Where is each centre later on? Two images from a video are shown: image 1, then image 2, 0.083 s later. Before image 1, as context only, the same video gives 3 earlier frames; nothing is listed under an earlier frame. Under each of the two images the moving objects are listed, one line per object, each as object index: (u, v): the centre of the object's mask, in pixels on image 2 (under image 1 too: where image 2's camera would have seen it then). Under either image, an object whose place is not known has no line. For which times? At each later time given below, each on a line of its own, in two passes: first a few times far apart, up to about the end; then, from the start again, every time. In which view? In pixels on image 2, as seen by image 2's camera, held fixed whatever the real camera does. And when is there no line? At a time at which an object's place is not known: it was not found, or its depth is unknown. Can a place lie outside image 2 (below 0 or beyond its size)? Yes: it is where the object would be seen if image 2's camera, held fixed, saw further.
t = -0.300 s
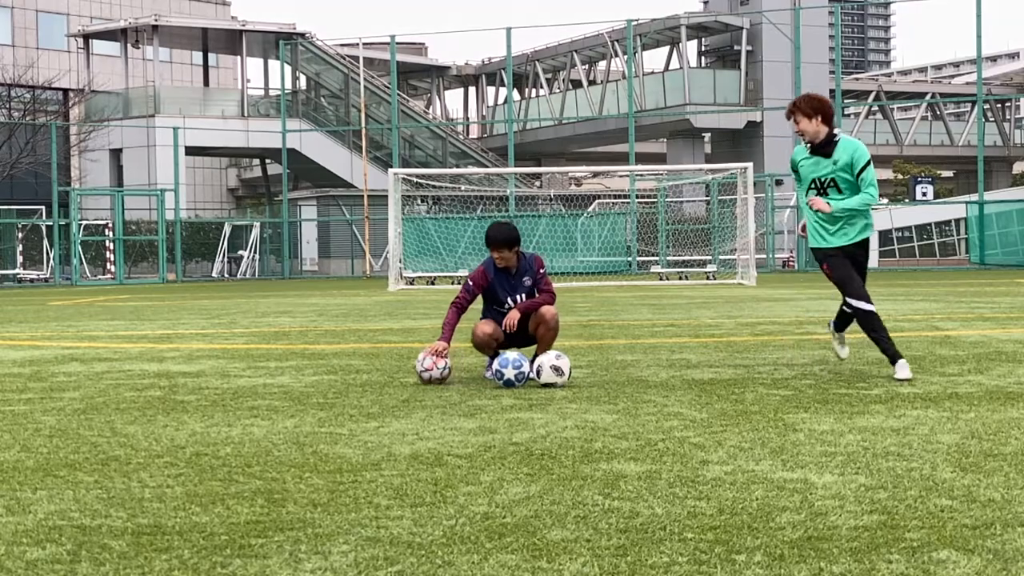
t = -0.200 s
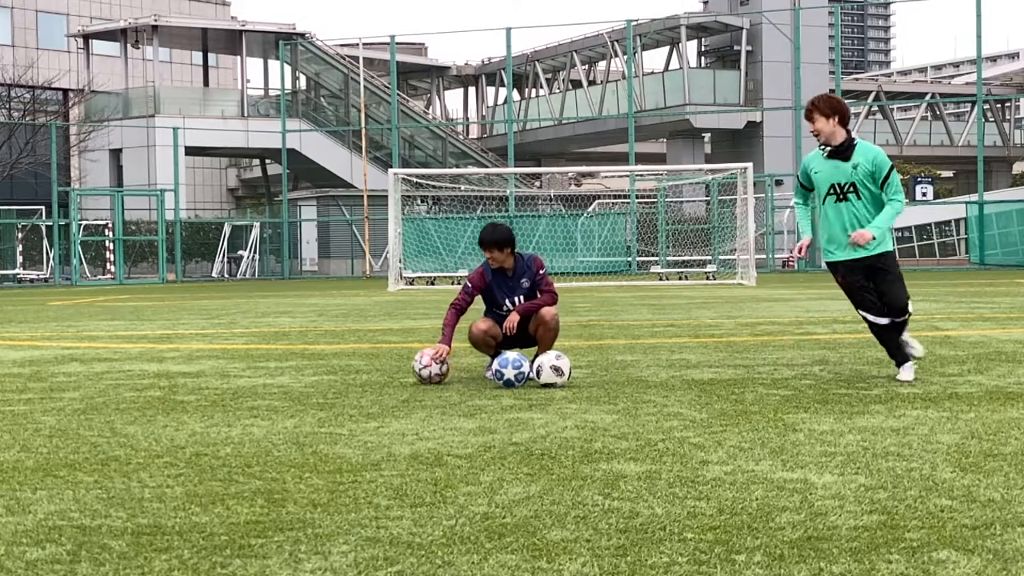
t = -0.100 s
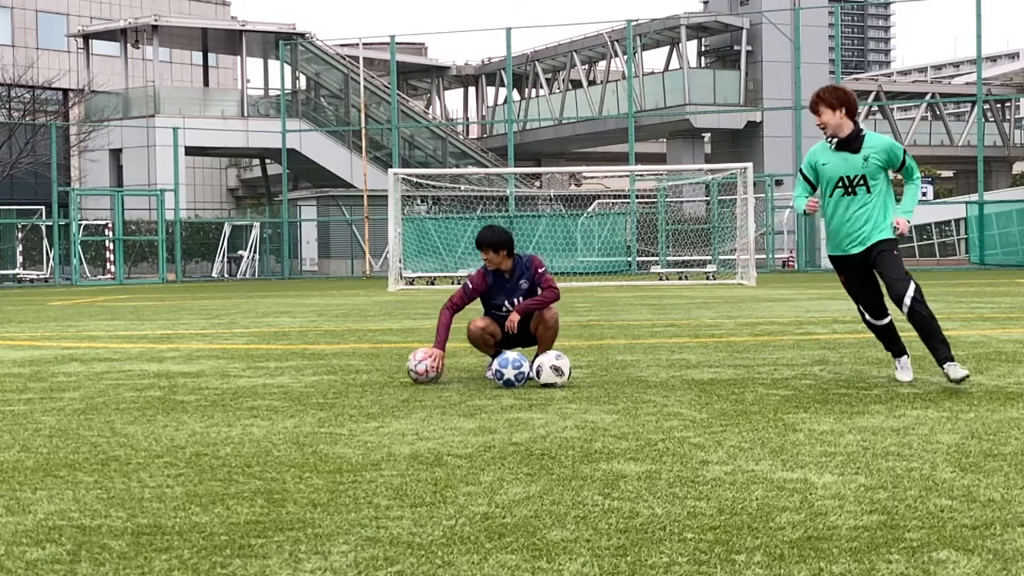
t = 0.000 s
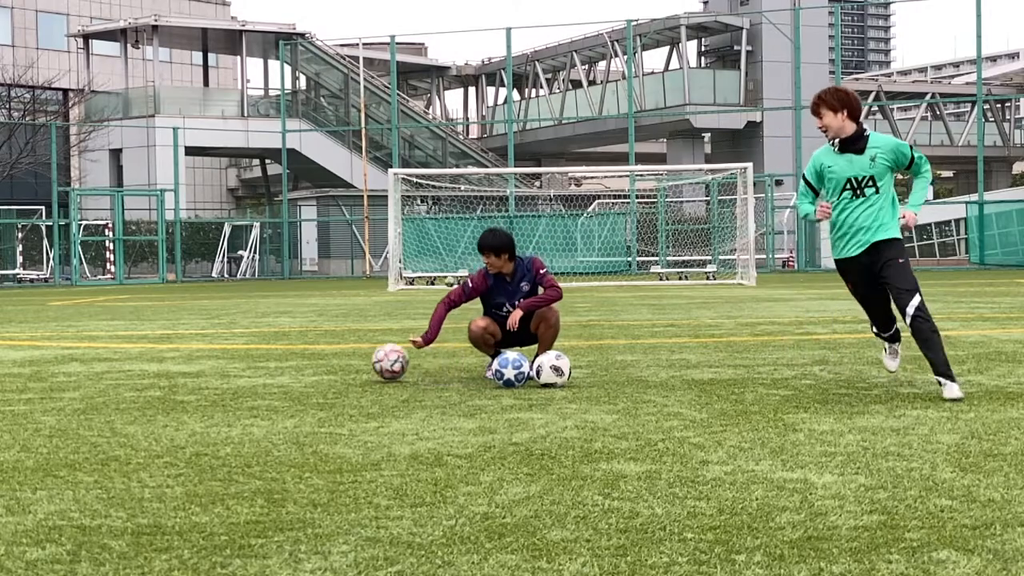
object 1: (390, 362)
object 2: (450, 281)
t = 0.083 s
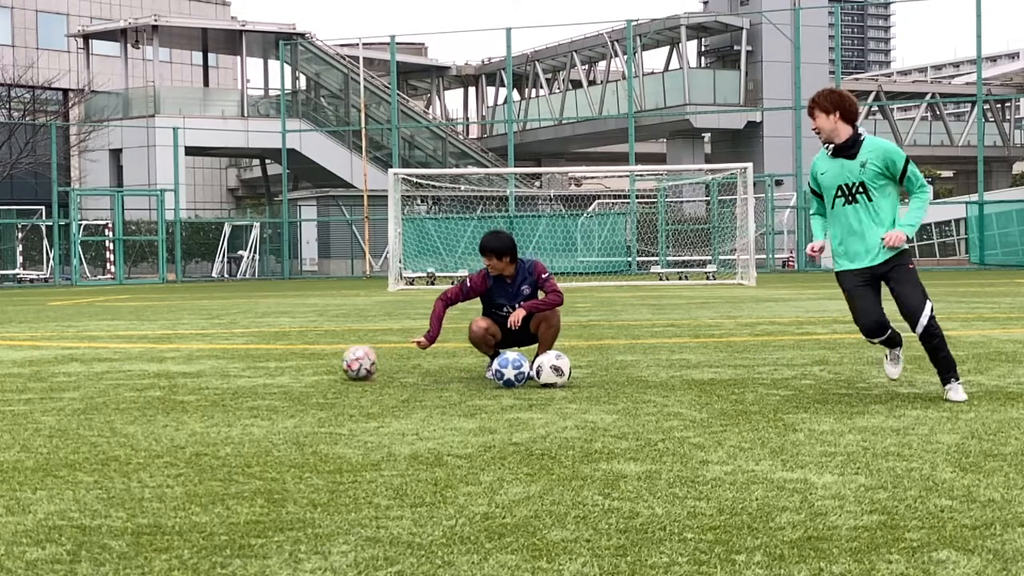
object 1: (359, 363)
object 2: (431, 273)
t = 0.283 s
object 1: (306, 358)
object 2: (384, 264)
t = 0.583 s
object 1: (242, 355)
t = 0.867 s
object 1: (190, 355)
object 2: (259, 277)
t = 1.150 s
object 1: (146, 352)
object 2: (201, 286)
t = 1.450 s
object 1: (104, 350)
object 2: (141, 290)
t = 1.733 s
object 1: (70, 348)
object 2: (87, 291)
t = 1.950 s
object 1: (48, 347)
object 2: (50, 292)
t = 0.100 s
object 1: (355, 361)
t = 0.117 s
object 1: (350, 360)
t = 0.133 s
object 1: (345, 359)
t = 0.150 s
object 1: (341, 359)
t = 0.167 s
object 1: (336, 358)
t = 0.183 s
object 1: (331, 359)
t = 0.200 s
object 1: (326, 360)
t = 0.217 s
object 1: (321, 361)
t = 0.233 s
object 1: (318, 361)
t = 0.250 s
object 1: (314, 360)
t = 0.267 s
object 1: (309, 359)
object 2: (387, 265)
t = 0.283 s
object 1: (306, 358)
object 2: (384, 264)
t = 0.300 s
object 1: (302, 358)
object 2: (380, 264)
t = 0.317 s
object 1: (298, 358)
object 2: (376, 265)
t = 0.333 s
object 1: (294, 358)
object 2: (374, 266)
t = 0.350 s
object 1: (290, 359)
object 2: (369, 265)
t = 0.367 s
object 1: (286, 359)
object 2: (366, 266)
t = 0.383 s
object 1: (283, 358)
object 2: (362, 267)
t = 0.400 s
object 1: (280, 357)
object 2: (359, 267)
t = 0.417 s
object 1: (276, 356)
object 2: (355, 269)
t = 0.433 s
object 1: (273, 356)
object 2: (352, 270)
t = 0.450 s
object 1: (270, 356)
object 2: (348, 271)
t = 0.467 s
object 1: (266, 356)
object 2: (344, 272)
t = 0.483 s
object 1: (263, 357)
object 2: (341, 274)
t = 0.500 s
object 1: (259, 357)
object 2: (337, 276)
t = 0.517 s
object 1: (256, 358)
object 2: (333, 278)
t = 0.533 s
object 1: (252, 357)
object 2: (330, 280)
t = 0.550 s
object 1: (248, 356)
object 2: (326, 282)
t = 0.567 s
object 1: (246, 355)
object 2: (322, 284)
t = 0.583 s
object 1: (242, 355)
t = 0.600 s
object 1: (239, 355)
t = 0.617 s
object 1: (236, 355)
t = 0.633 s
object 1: (232, 356)
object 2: (308, 285)
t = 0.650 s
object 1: (229, 356)
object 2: (305, 284)
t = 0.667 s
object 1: (226, 356)
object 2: (302, 282)
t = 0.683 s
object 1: (223, 356)
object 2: (298, 281)
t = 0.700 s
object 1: (219, 355)
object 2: (294, 280)
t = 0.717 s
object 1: (217, 355)
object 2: (291, 279)
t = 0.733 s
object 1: (214, 355)
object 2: (287, 278)
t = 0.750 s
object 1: (211, 355)
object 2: (284, 277)
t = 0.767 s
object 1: (208, 356)
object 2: (280, 277)
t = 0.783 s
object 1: (205, 355)
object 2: (277, 277)
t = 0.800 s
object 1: (202, 355)
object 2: (273, 276)
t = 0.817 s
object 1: (198, 354)
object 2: (270, 276)
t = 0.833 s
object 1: (196, 354)
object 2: (266, 276)
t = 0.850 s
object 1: (193, 354)
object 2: (263, 276)
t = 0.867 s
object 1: (190, 355)
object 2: (259, 277)
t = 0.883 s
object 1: (187, 355)
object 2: (256, 277)
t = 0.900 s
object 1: (184, 354)
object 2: (252, 279)
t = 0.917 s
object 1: (181, 353)
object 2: (249, 279)
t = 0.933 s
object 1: (179, 353)
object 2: (245, 280)
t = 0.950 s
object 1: (176, 353)
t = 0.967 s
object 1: (174, 354)
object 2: (238, 282)
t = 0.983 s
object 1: (171, 354)
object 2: (235, 283)
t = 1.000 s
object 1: (168, 353)
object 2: (232, 284)
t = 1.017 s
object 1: (165, 353)
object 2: (228, 285)
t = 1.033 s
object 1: (163, 352)
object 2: (225, 287)
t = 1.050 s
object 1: (160, 352)
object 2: (221, 289)
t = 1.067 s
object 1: (158, 352)
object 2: (218, 290)
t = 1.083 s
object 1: (155, 353)
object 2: (215, 290)
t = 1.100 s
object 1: (153, 353)
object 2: (212, 288)
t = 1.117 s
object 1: (151, 353)
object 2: (208, 288)
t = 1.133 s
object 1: (148, 352)
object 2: (205, 287)
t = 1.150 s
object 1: (146, 352)
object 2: (201, 286)
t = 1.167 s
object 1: (143, 352)
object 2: (198, 286)
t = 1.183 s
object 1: (141, 352)
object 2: (195, 285)
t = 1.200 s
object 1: (138, 352)
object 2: (191, 285)
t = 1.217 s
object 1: (136, 352)
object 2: (187, 285)
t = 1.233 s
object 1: (134, 351)
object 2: (184, 285)
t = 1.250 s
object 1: (131, 351)
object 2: (181, 285)
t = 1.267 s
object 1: (129, 351)
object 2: (178, 285)
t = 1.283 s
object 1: (127, 351)
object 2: (174, 286)
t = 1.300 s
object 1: (124, 351)
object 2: (171, 287)
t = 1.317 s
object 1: (122, 351)
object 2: (167, 287)
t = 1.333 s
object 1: (120, 351)
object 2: (164, 288)
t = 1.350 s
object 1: (117, 350)
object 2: (161, 289)
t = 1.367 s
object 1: (115, 350)
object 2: (157, 290)
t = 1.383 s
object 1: (113, 350)
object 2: (154, 291)
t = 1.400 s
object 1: (111, 350)
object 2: (151, 292)
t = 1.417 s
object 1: (109, 350)
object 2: (147, 291)
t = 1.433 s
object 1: (107, 350)
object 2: (144, 290)
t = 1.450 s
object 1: (104, 350)
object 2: (141, 290)
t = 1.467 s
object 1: (101, 350)
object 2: (138, 289)
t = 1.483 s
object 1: (100, 349)
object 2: (134, 289)
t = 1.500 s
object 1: (98, 349)
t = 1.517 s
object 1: (96, 349)
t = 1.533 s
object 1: (93, 349)
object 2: (125, 289)
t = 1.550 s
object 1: (92, 349)
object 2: (122, 289)
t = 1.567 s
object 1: (89, 349)
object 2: (118, 289)
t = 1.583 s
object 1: (88, 349)
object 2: (115, 290)
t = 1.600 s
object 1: (86, 348)
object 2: (112, 290)
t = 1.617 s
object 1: (83, 348)
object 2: (109, 291)
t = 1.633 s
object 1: (81, 348)
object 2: (105, 292)
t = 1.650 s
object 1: (79, 348)
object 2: (103, 292)
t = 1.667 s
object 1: (78, 348)
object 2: (99, 292)
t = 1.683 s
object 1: (76, 348)
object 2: (96, 292)
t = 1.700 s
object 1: (74, 348)
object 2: (93, 292)
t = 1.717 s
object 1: (72, 348)
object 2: (91, 291)
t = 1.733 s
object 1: (70, 348)
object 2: (87, 291)
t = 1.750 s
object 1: (69, 347)
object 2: (84, 291)
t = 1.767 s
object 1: (66, 347)
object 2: (81, 291)
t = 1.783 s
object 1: (65, 347)
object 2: (79, 291)
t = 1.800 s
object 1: (63, 347)
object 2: (76, 291)
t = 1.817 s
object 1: (62, 347)
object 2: (73, 292)
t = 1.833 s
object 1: (59, 347)
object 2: (70, 292)
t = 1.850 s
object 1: (58, 347)
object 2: (67, 293)
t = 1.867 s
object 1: (56, 347)
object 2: (64, 293)
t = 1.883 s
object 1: (54, 347)
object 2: (60, 293)
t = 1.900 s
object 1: (53, 346)
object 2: (58, 293)
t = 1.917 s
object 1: (51, 346)
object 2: (55, 292)
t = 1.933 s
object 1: (50, 347)
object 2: (52, 292)
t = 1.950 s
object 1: (48, 347)
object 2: (50, 292)
